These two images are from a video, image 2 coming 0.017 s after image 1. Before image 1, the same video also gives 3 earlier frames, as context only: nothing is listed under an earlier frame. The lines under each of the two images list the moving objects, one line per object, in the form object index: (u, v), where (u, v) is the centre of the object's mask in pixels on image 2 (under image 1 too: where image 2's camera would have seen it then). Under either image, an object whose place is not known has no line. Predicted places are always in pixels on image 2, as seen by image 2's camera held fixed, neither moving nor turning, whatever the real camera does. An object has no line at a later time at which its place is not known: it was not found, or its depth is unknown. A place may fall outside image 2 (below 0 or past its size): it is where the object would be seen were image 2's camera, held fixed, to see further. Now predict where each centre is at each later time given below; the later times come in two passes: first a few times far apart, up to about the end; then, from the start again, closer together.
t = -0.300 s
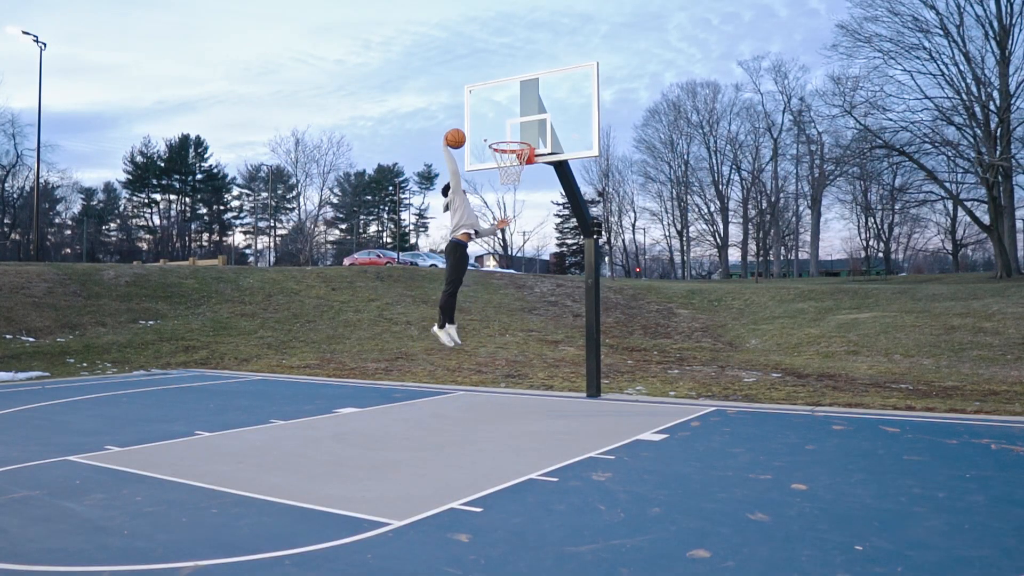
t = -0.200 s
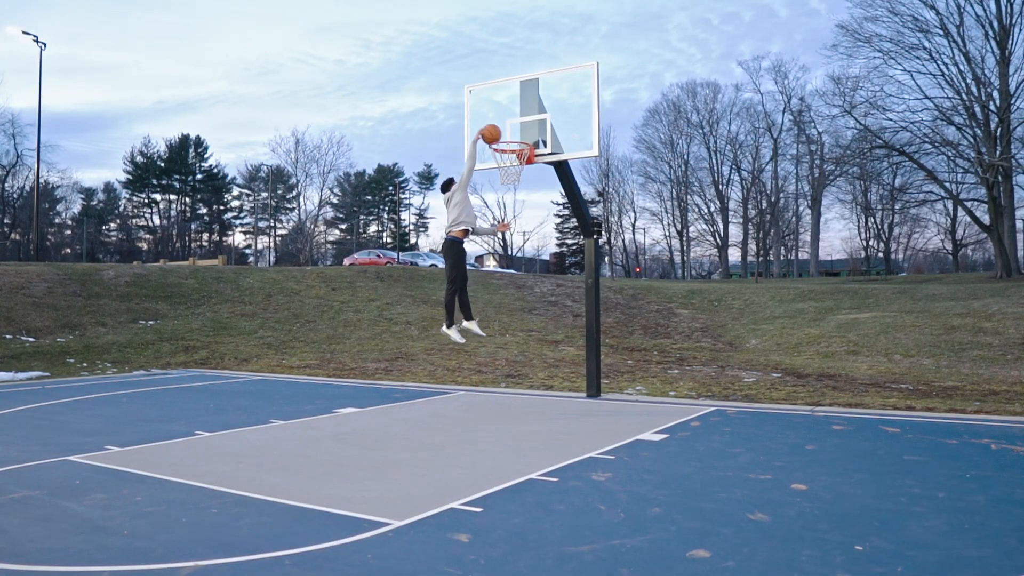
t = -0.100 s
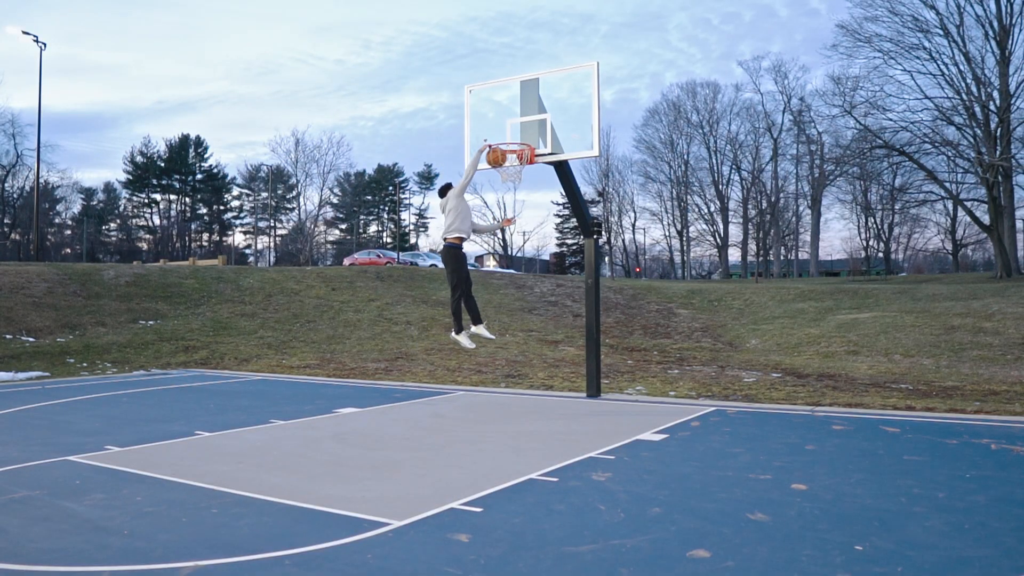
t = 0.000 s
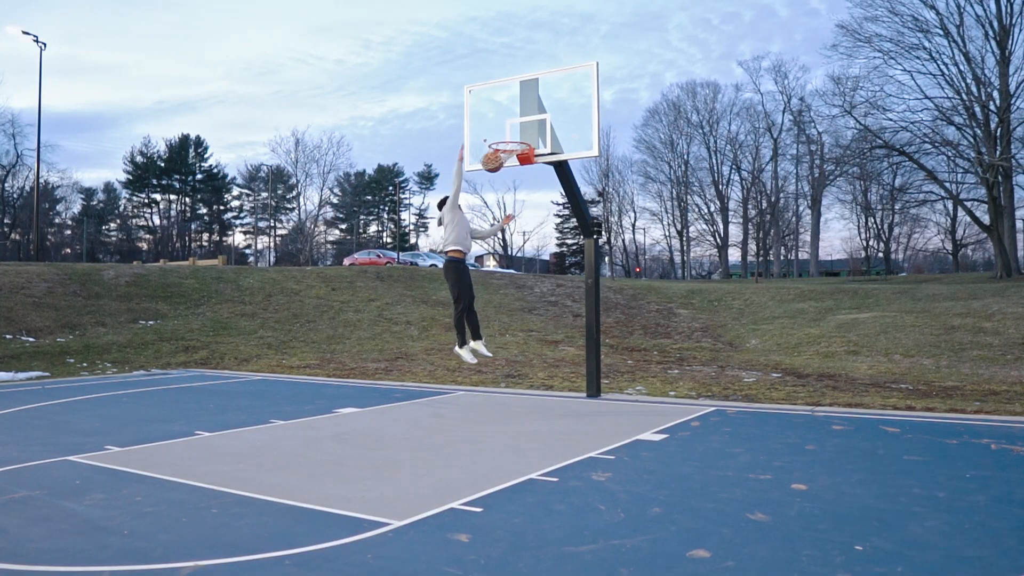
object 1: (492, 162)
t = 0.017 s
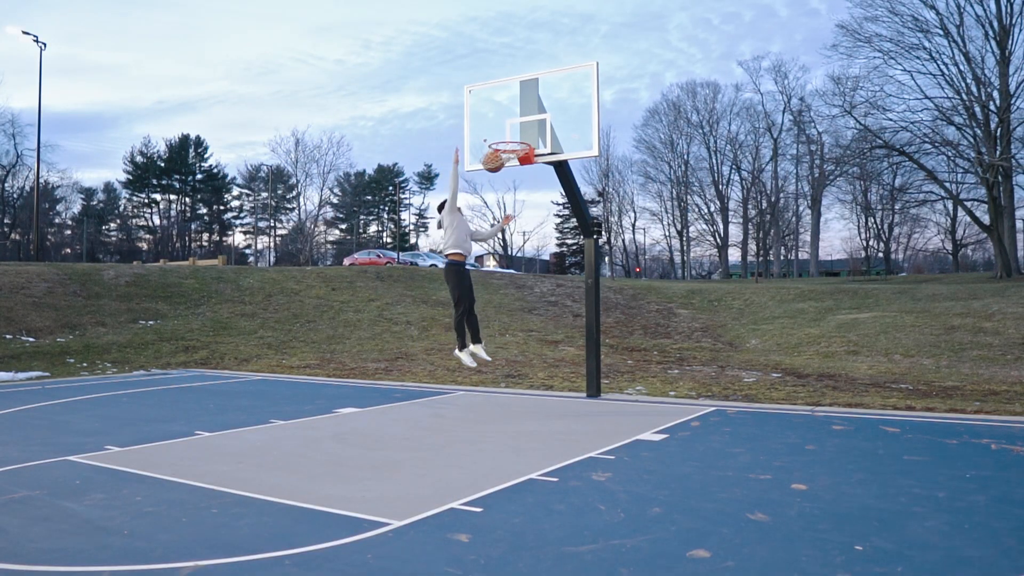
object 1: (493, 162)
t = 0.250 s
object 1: (508, 188)
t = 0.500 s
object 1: (527, 268)
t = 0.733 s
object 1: (544, 393)
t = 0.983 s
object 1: (562, 324)
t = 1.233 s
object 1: (582, 285)
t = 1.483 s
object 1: (601, 301)
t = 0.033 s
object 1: (493, 162)
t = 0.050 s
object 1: (495, 163)
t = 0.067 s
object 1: (495, 164)
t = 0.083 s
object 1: (497, 165)
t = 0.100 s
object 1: (497, 166)
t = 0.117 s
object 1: (499, 168)
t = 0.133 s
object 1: (500, 169)
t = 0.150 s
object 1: (501, 171)
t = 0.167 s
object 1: (502, 173)
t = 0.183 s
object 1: (504, 176)
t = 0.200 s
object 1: (505, 178)
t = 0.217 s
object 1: (506, 181)
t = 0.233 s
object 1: (507, 185)
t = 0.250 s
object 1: (508, 188)
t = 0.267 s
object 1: (509, 191)
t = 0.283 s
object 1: (511, 195)
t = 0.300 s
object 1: (512, 199)
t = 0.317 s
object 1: (513, 204)
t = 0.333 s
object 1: (514, 208)
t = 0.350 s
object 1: (516, 213)
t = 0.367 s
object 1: (517, 218)
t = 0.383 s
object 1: (518, 224)
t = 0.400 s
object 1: (519, 229)
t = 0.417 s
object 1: (521, 235)
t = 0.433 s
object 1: (522, 241)
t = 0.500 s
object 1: (527, 268)
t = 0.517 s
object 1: (528, 275)
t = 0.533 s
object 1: (529, 283)
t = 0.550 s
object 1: (531, 291)
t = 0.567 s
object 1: (532, 298)
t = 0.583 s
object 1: (533, 307)
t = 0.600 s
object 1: (534, 315)
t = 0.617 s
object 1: (535, 324)
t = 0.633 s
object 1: (536, 333)
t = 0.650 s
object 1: (538, 343)
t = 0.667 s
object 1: (539, 352)
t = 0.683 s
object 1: (540, 362)
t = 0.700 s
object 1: (542, 372)
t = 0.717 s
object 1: (543, 382)
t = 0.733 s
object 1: (544, 393)
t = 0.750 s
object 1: (546, 404)
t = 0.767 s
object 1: (547, 403)
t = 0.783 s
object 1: (548, 395)
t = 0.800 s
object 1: (549, 388)
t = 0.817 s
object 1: (550, 381)
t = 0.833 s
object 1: (552, 374)
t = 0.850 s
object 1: (552, 368)
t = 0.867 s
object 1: (554, 361)
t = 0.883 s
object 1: (555, 356)
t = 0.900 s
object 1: (557, 350)
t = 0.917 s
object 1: (557, 344)
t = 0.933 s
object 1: (559, 339)
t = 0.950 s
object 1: (560, 334)
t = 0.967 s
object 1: (561, 329)
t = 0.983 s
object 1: (562, 324)
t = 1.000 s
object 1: (564, 320)
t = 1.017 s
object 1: (565, 316)
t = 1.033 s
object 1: (566, 312)
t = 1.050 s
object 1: (568, 309)
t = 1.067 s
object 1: (569, 305)
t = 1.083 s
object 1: (570, 302)
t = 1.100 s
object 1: (571, 299)
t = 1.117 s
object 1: (573, 297)
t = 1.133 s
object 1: (574, 294)
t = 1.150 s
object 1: (575, 292)
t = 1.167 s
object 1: (576, 290)
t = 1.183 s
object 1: (577, 289)
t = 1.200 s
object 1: (579, 287)
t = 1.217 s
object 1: (580, 286)
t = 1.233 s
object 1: (582, 285)
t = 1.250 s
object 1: (583, 284)
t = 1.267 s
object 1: (584, 284)
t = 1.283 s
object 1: (585, 284)
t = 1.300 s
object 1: (586, 284)
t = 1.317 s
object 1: (588, 284)
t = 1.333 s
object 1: (589, 284)
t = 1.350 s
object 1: (590, 285)
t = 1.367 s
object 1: (591, 287)
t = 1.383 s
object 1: (593, 288)
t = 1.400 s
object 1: (594, 289)
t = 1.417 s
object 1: (595, 291)
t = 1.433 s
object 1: (597, 293)
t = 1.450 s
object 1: (598, 296)
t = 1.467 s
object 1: (599, 298)
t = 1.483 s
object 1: (601, 301)
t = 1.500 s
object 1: (602, 304)
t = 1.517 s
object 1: (603, 307)
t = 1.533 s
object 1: (605, 311)
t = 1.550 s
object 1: (606, 314)
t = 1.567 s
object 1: (607, 319)
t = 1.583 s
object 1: (609, 323)
